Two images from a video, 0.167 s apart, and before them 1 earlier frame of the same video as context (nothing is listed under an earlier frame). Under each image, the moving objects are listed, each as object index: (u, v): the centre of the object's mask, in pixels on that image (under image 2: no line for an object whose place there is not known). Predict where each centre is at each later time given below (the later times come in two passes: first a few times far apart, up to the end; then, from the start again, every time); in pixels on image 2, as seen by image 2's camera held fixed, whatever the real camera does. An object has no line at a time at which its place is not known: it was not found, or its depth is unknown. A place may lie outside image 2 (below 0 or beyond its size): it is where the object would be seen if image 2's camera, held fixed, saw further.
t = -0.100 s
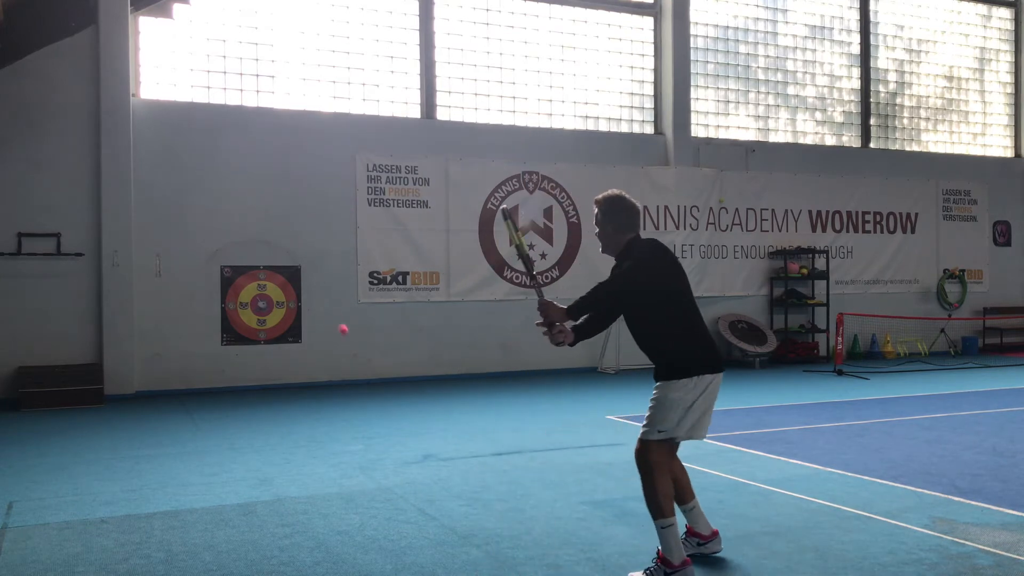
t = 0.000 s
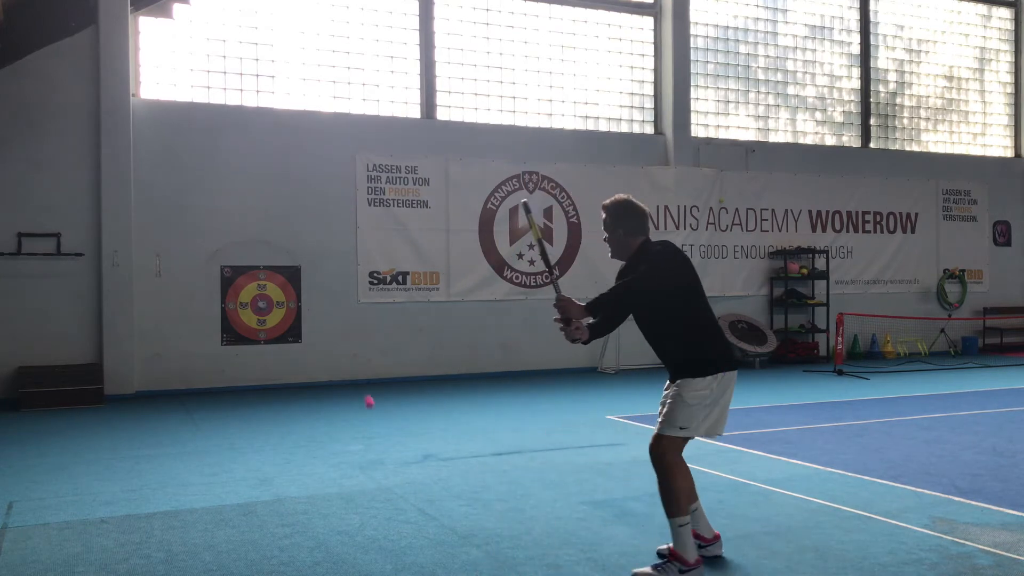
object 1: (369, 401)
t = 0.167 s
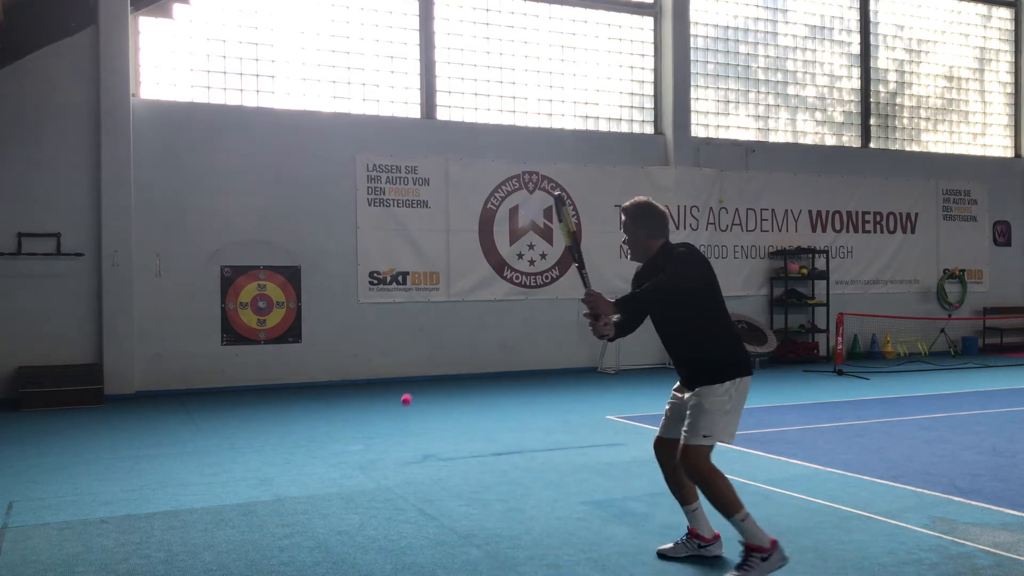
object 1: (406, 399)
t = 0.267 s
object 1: (426, 354)
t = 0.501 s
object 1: (482, 296)
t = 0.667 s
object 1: (532, 306)
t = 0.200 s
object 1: (413, 383)
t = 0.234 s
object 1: (419, 368)
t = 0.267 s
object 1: (426, 354)
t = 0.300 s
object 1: (434, 342)
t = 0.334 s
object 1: (441, 330)
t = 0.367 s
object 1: (449, 320)
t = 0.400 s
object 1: (457, 312)
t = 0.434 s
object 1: (465, 305)
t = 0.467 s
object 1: (474, 299)
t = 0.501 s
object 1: (482, 296)
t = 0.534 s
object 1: (491, 294)
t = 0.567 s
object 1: (501, 294)
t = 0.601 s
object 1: (511, 296)
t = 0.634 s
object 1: (521, 300)
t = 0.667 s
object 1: (532, 306)
